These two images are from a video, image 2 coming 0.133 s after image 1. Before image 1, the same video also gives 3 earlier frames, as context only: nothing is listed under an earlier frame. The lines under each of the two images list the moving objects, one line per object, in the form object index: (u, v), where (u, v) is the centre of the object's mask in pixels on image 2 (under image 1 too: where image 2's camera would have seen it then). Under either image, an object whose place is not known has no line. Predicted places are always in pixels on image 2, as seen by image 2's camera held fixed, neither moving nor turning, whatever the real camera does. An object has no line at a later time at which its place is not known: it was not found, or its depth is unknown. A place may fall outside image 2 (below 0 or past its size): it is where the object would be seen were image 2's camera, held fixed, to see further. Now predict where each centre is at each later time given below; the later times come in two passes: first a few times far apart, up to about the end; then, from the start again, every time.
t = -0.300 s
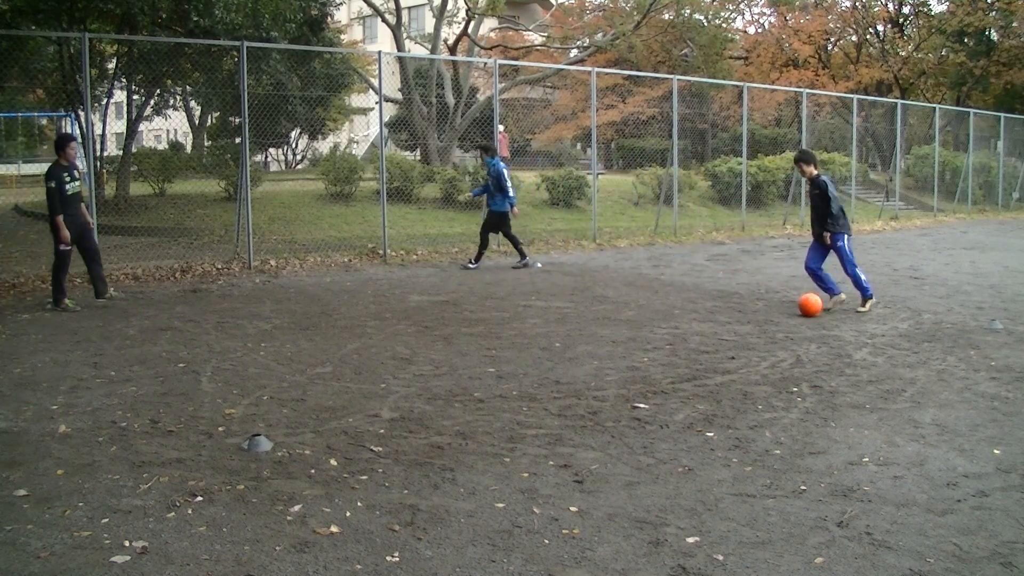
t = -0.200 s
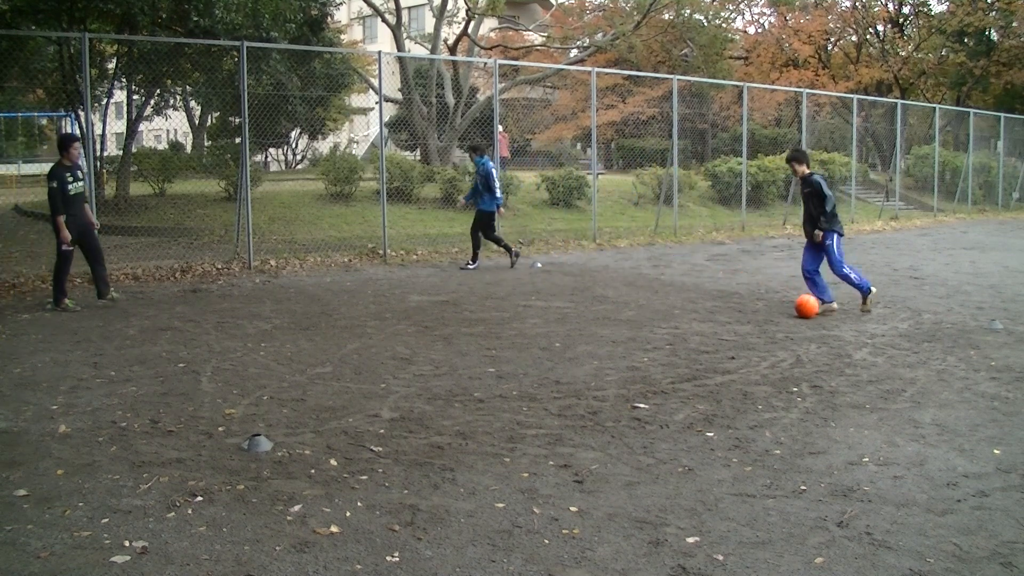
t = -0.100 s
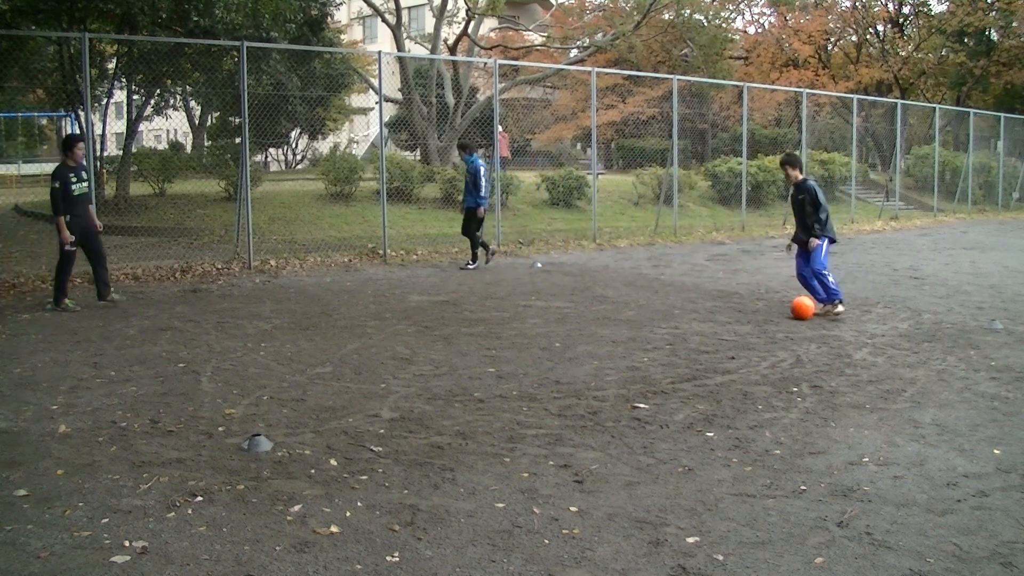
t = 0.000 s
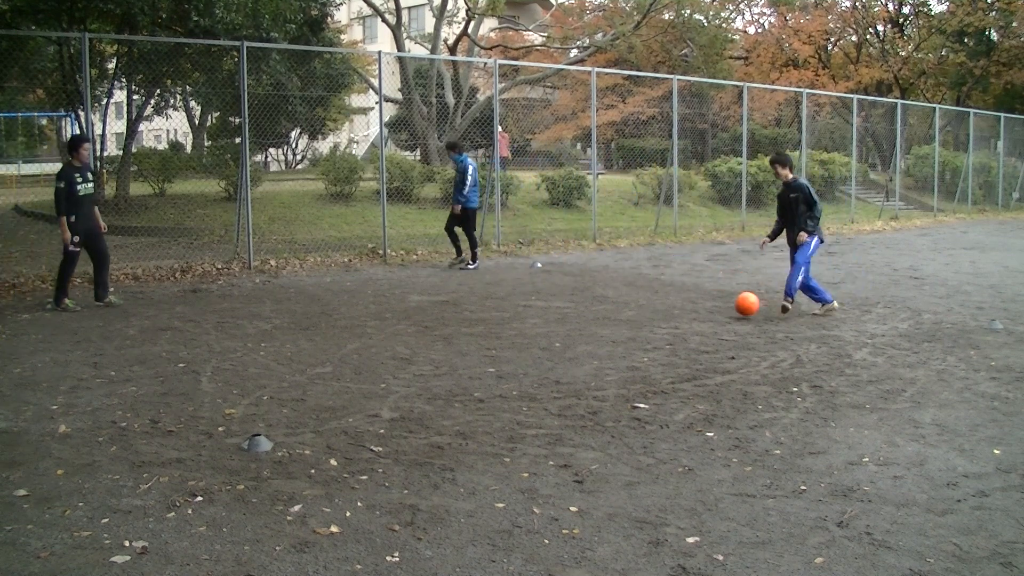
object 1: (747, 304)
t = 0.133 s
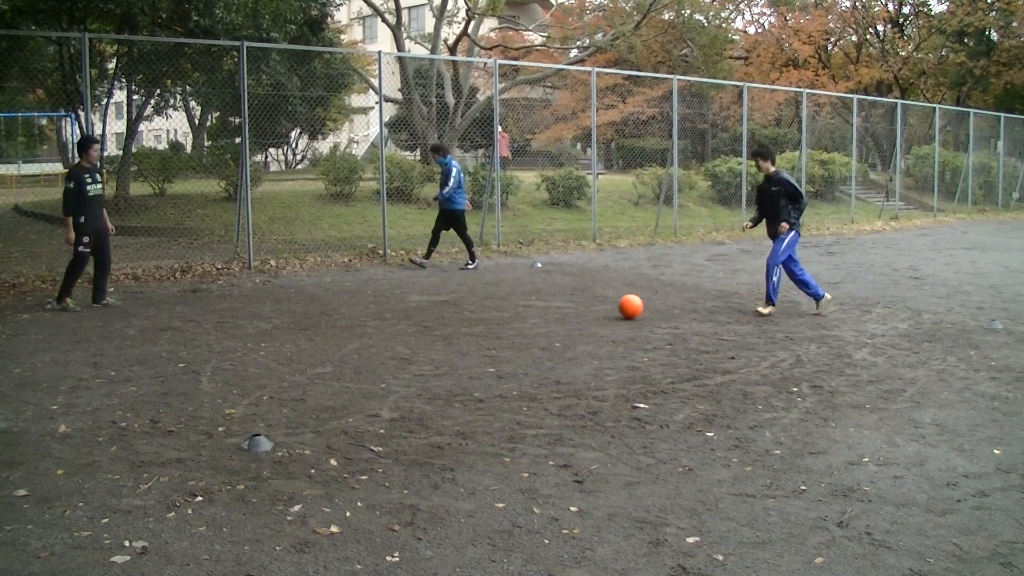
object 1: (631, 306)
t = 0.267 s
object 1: (526, 308)
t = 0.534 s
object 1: (354, 308)
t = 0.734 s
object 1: (250, 309)
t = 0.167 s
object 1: (604, 306)
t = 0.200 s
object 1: (578, 306)
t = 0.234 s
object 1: (552, 307)
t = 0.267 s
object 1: (526, 308)
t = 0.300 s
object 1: (502, 308)
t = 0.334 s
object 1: (478, 308)
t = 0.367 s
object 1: (455, 309)
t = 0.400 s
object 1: (434, 309)
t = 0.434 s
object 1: (413, 309)
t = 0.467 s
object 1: (392, 309)
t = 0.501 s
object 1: (373, 308)
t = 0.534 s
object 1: (354, 308)
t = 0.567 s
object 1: (336, 309)
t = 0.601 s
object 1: (319, 307)
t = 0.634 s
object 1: (301, 306)
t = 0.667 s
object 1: (284, 306)
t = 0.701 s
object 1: (267, 307)
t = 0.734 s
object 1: (250, 309)
